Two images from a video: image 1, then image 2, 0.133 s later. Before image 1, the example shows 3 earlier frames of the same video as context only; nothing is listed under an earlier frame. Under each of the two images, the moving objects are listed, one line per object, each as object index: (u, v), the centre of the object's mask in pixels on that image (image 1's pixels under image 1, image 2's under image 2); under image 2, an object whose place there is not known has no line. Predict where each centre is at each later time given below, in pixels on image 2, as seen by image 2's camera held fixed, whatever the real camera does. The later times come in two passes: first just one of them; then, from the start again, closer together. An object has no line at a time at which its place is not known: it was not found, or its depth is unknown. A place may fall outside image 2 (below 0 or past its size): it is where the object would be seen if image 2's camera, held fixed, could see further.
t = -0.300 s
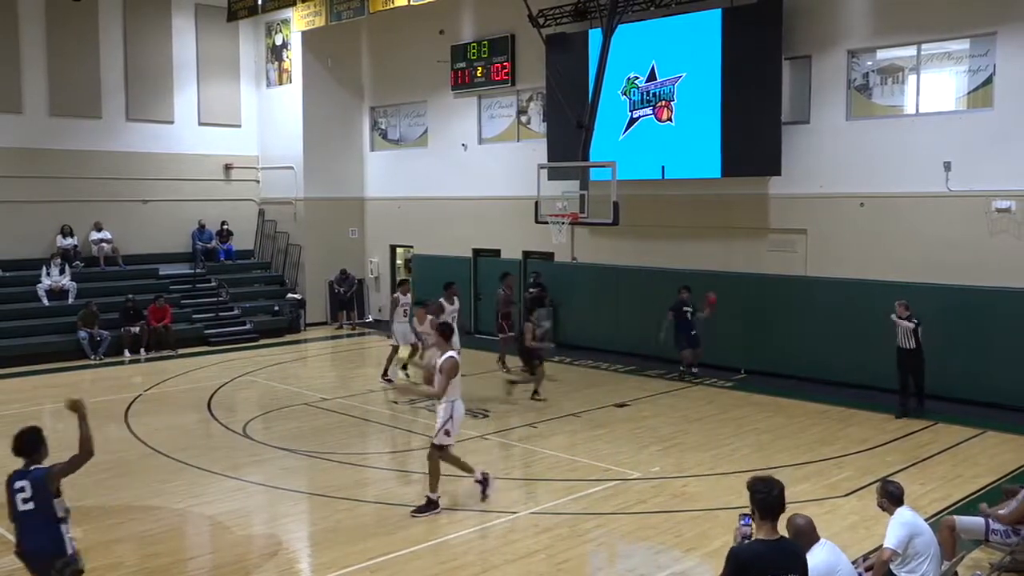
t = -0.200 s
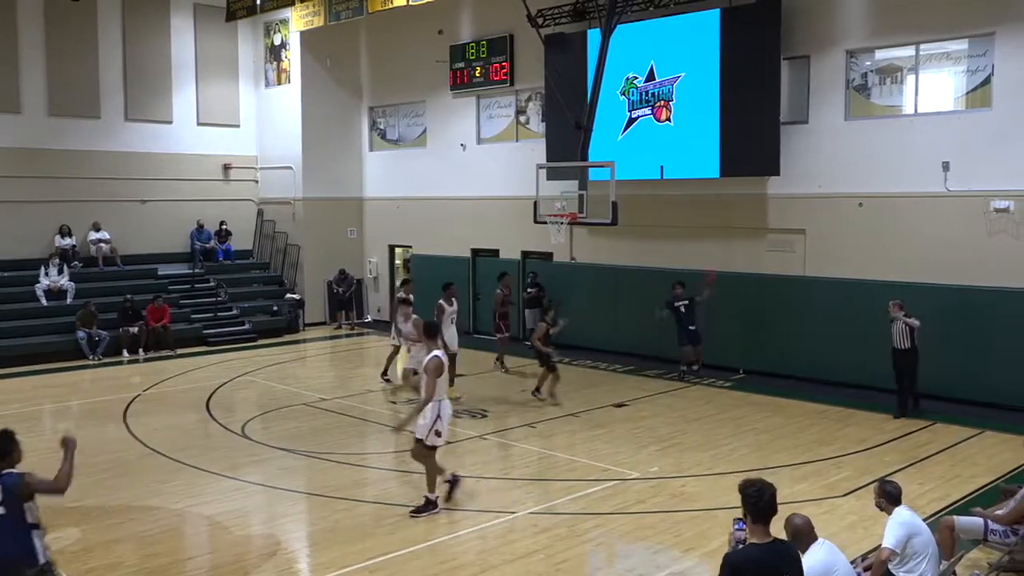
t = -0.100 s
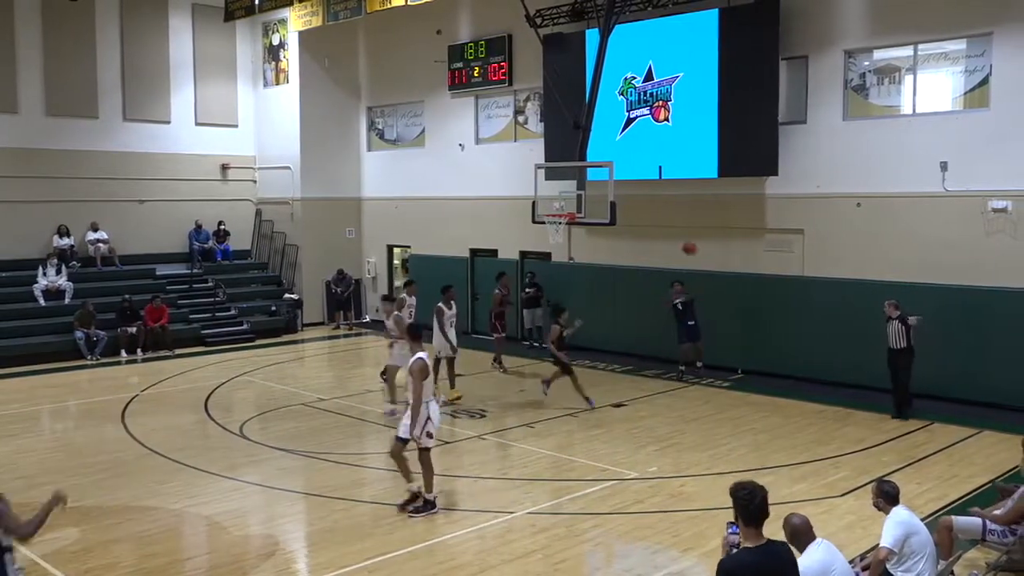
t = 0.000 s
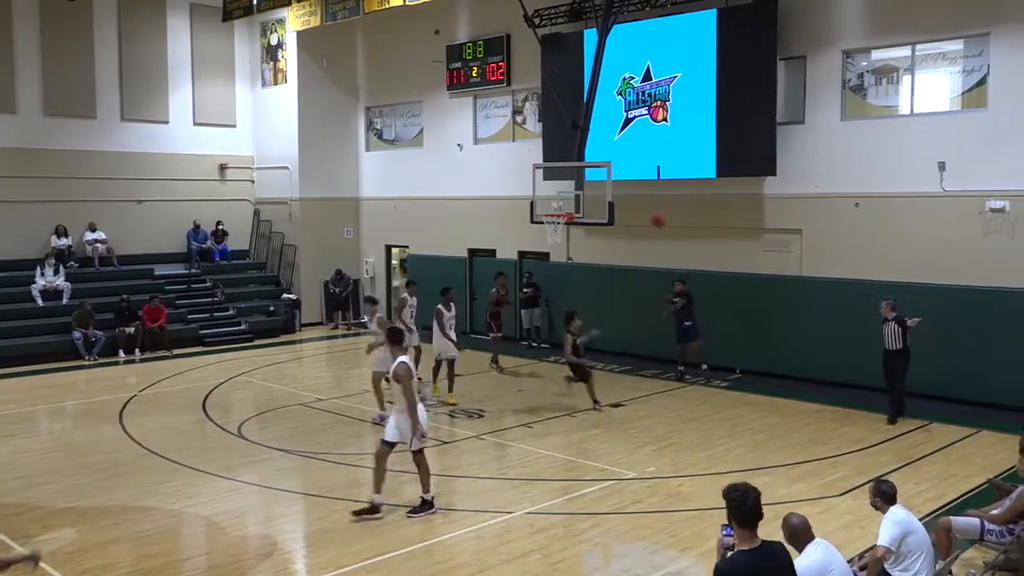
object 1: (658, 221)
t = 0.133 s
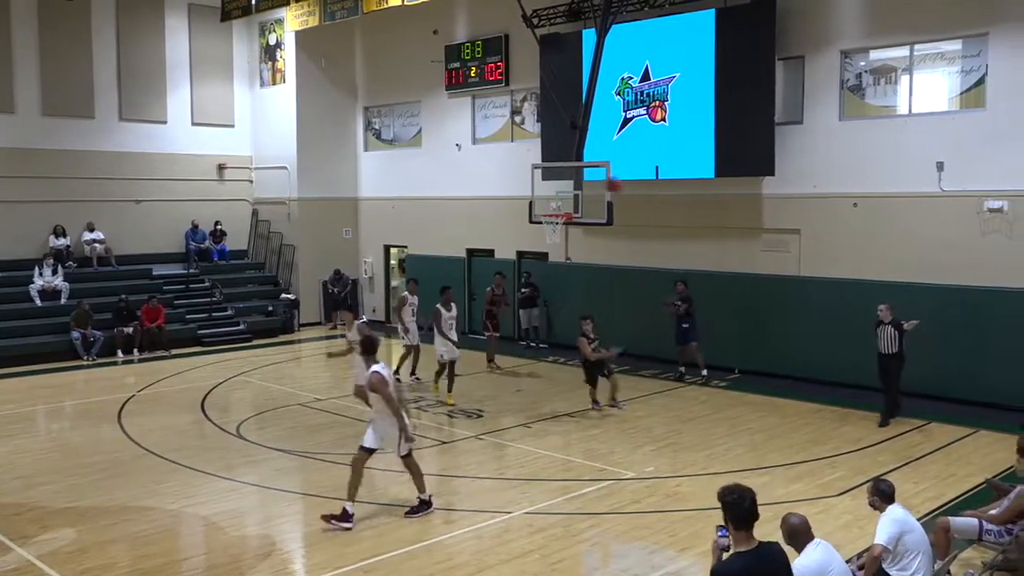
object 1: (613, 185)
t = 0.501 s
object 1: (443, 114)
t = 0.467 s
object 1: (462, 118)
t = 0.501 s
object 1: (443, 114)
